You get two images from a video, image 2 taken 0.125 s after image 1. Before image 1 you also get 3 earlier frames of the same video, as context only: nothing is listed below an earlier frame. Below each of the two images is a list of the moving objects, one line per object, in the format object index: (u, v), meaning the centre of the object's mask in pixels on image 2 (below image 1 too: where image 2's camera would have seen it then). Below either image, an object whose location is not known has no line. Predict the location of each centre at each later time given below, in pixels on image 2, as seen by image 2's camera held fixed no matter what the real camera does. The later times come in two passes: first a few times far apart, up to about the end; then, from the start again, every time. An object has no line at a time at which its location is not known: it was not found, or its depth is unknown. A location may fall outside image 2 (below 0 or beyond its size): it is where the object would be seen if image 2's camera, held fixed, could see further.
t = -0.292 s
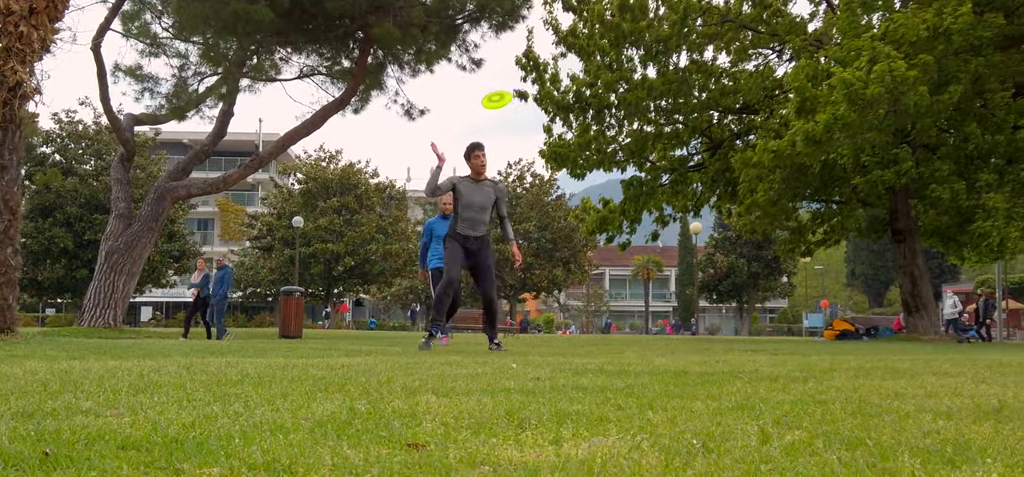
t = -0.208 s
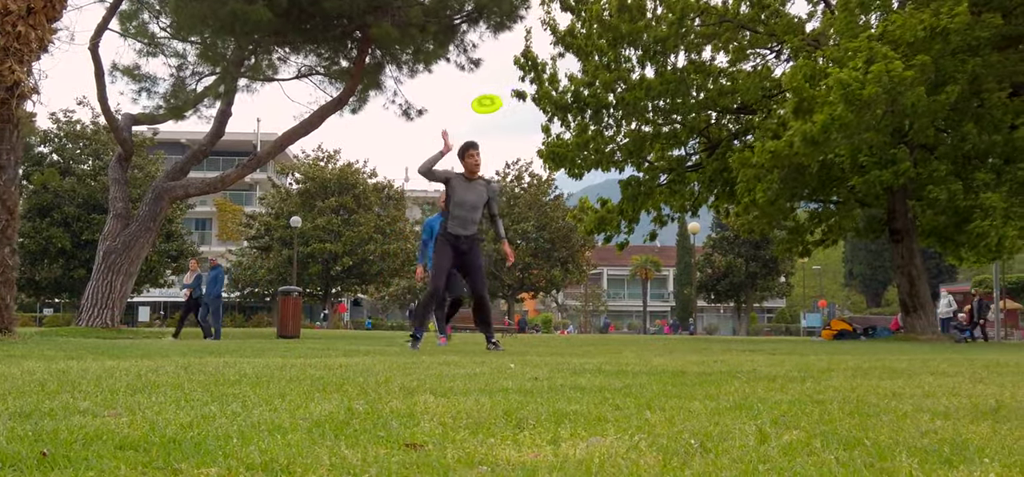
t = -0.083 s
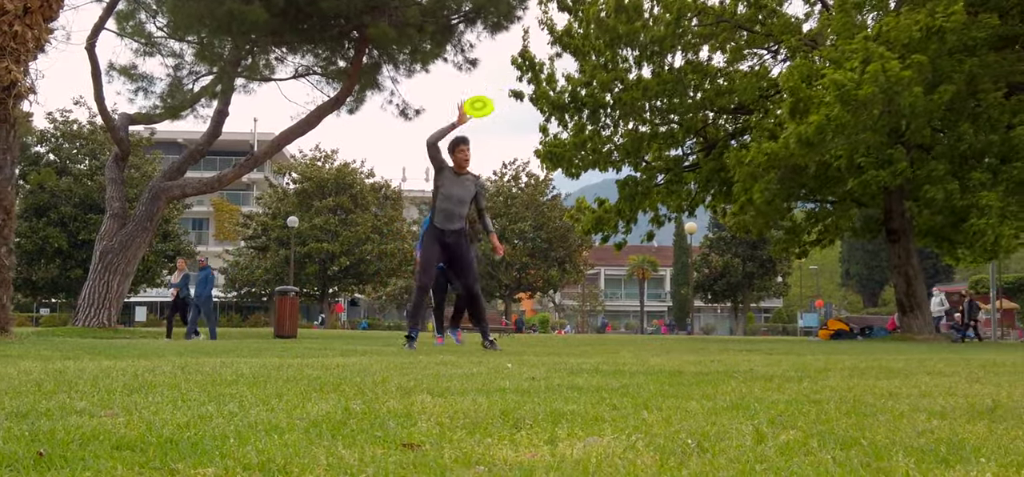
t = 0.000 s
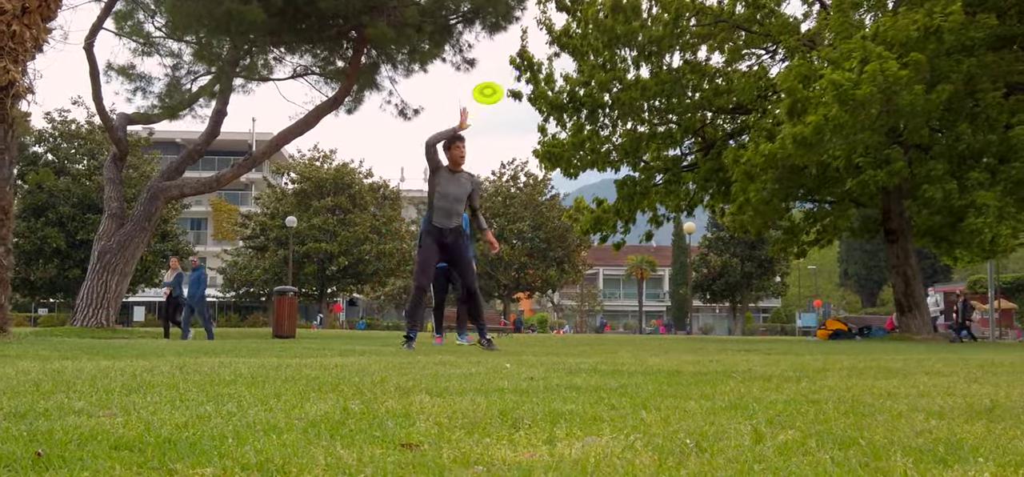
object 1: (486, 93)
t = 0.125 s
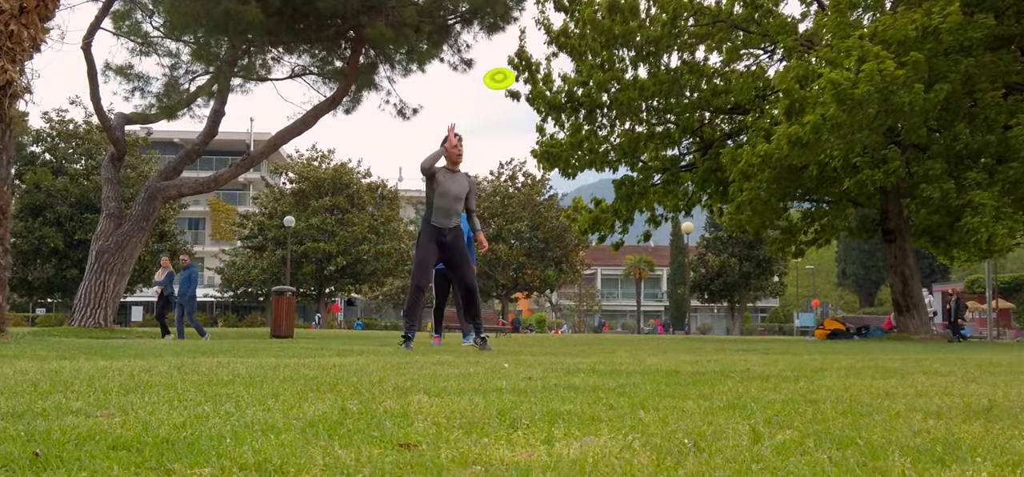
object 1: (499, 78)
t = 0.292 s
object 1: (514, 68)
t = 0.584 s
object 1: (531, 80)
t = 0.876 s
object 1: (539, 127)
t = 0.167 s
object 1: (504, 74)
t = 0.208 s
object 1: (507, 71)
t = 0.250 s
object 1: (511, 69)
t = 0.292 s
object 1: (514, 68)
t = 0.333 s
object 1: (517, 67)
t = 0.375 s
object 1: (519, 67)
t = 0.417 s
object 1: (523, 68)
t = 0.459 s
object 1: (524, 70)
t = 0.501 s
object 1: (527, 73)
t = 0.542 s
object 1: (529, 75)
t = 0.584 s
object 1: (531, 80)
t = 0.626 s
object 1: (532, 83)
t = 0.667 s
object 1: (534, 90)
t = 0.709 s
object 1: (535, 95)
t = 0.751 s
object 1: (536, 103)
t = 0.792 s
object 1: (537, 109)
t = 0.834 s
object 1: (538, 119)
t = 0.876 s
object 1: (539, 127)
